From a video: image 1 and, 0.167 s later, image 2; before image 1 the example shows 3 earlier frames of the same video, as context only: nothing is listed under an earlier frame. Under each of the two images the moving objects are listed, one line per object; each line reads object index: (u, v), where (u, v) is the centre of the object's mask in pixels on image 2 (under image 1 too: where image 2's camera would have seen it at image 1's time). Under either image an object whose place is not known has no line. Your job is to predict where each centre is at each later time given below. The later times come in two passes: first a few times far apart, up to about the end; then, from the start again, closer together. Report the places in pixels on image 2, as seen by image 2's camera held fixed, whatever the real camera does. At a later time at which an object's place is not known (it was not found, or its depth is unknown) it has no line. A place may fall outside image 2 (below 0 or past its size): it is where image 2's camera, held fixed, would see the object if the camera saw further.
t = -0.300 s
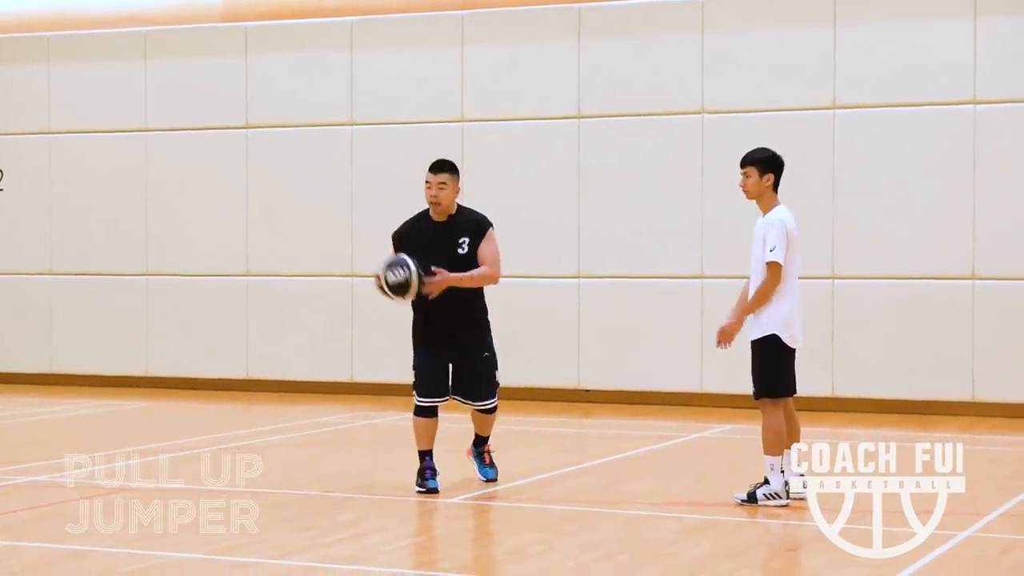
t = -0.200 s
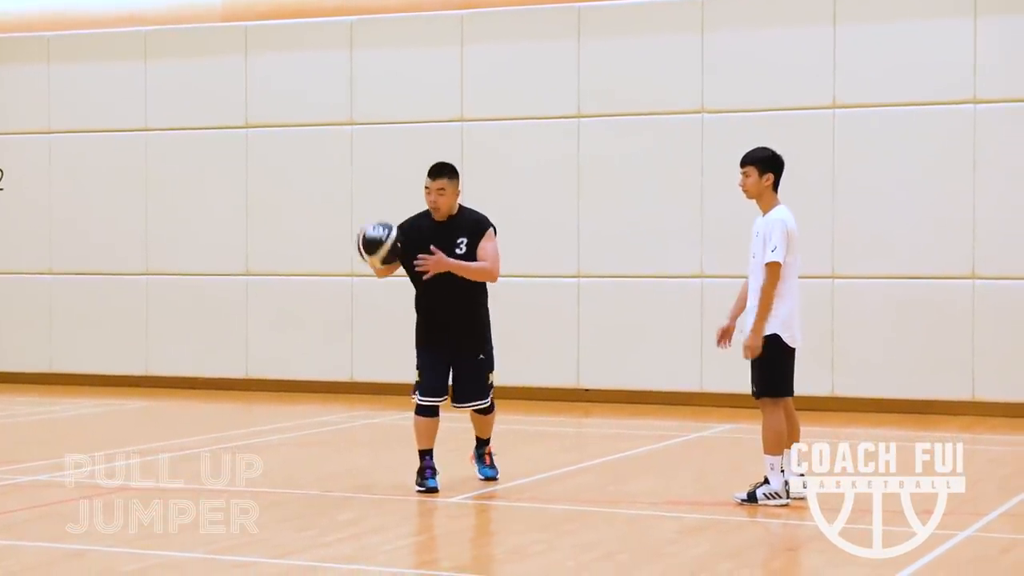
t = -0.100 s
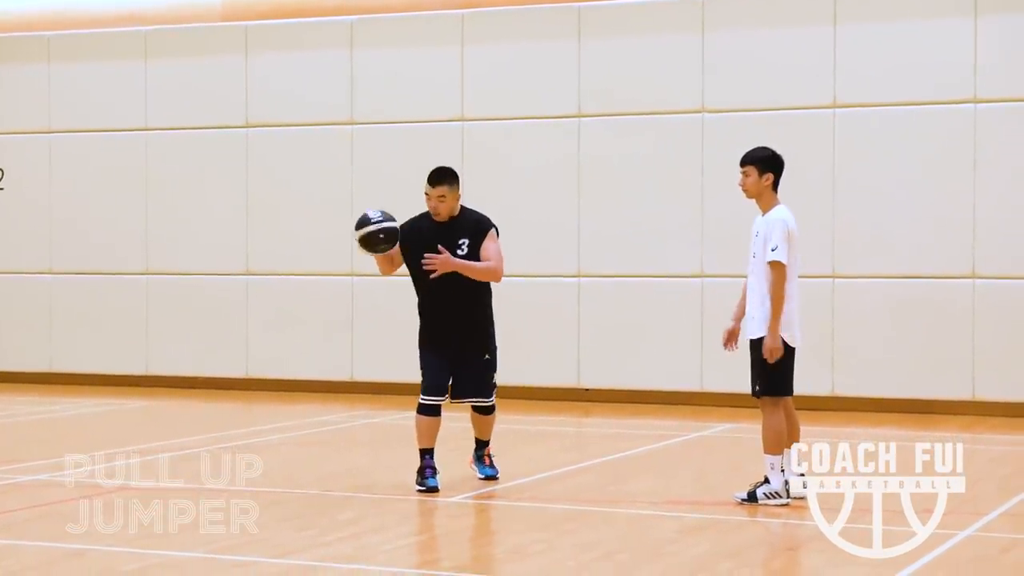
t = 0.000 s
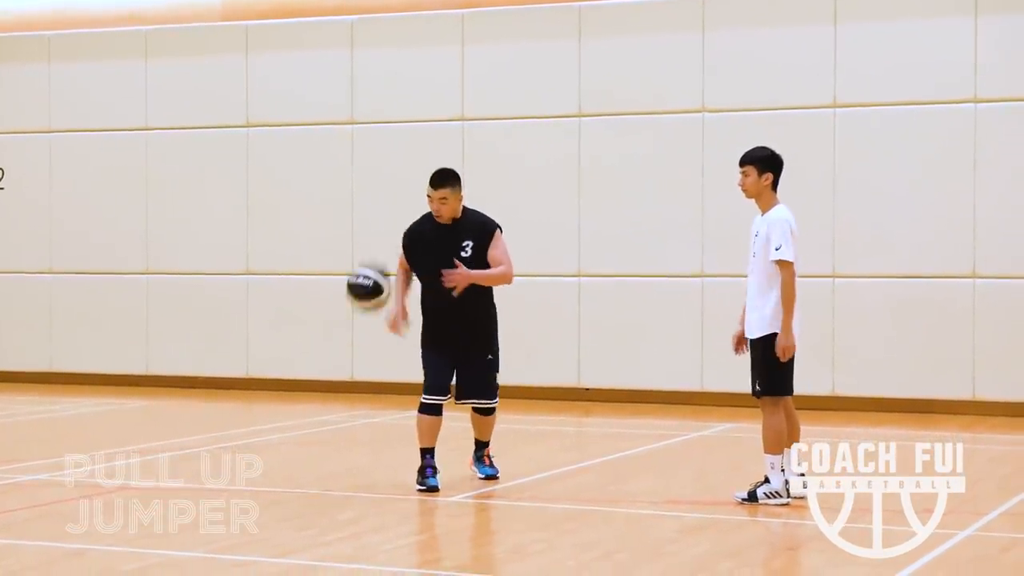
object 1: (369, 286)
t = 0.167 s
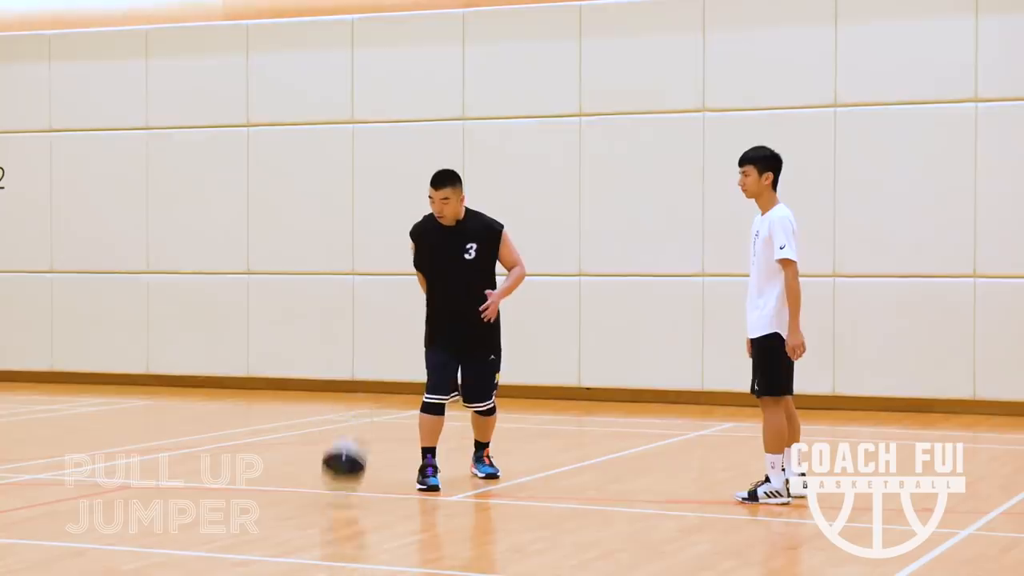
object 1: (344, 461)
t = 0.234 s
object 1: (342, 438)
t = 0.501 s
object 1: (341, 276)
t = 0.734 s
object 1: (339, 246)
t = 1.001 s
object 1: (338, 341)
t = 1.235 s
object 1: (336, 446)
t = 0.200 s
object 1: (341, 471)
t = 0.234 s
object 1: (342, 438)
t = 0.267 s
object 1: (341, 406)
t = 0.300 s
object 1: (342, 386)
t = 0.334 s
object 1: (341, 360)
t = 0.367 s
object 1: (341, 339)
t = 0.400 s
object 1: (341, 320)
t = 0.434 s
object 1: (341, 304)
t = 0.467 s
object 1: (341, 289)
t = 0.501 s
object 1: (341, 276)
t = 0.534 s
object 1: (341, 266)
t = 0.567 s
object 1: (341, 257)
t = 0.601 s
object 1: (341, 251)
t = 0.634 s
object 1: (340, 246)
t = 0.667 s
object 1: (340, 244)
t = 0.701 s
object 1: (340, 244)
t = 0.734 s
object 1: (339, 246)
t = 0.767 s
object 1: (340, 250)
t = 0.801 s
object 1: (339, 257)
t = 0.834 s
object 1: (339, 266)
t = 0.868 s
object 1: (339, 277)
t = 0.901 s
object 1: (339, 289)
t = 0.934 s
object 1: (339, 304)
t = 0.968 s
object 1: (339, 321)
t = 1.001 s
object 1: (338, 341)
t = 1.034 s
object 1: (338, 363)
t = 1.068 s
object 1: (338, 385)
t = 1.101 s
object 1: (338, 410)
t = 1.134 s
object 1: (337, 439)
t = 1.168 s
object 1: (337, 468)
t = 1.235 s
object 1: (336, 446)
